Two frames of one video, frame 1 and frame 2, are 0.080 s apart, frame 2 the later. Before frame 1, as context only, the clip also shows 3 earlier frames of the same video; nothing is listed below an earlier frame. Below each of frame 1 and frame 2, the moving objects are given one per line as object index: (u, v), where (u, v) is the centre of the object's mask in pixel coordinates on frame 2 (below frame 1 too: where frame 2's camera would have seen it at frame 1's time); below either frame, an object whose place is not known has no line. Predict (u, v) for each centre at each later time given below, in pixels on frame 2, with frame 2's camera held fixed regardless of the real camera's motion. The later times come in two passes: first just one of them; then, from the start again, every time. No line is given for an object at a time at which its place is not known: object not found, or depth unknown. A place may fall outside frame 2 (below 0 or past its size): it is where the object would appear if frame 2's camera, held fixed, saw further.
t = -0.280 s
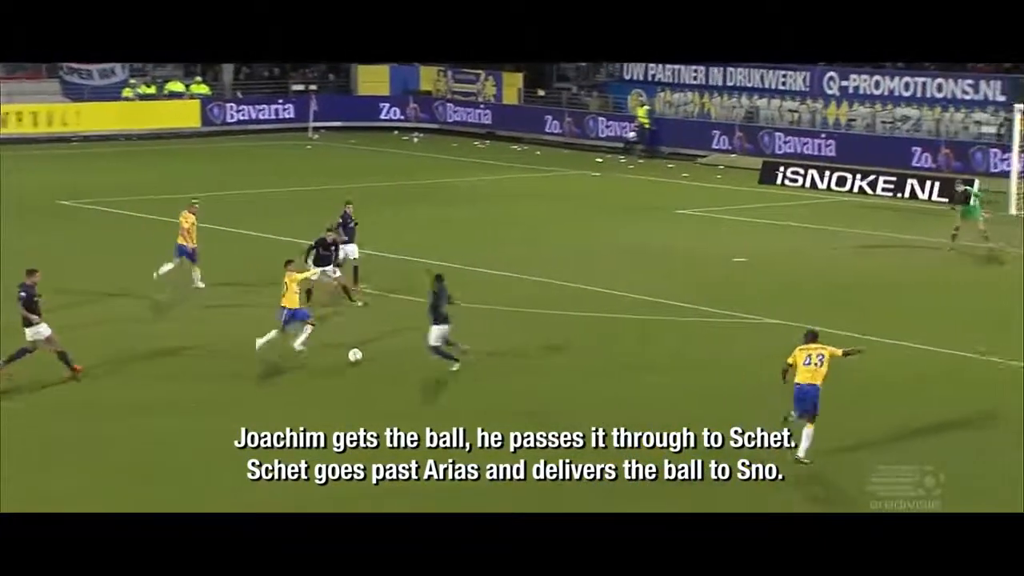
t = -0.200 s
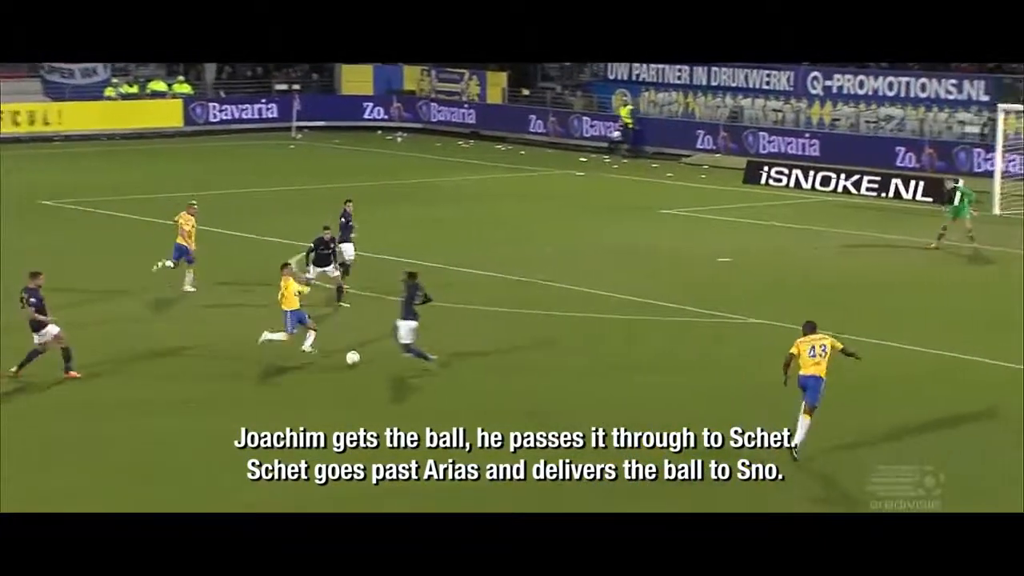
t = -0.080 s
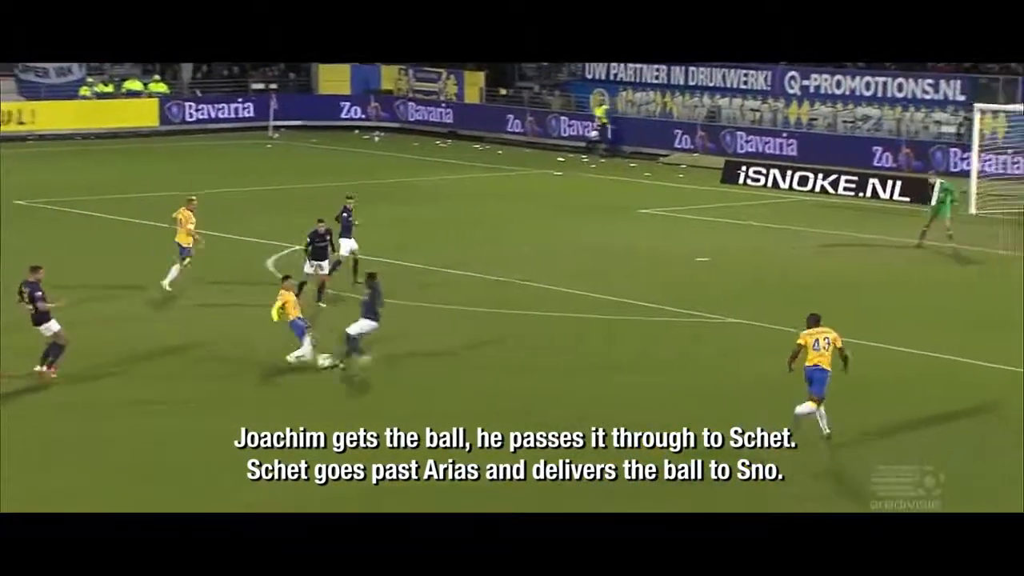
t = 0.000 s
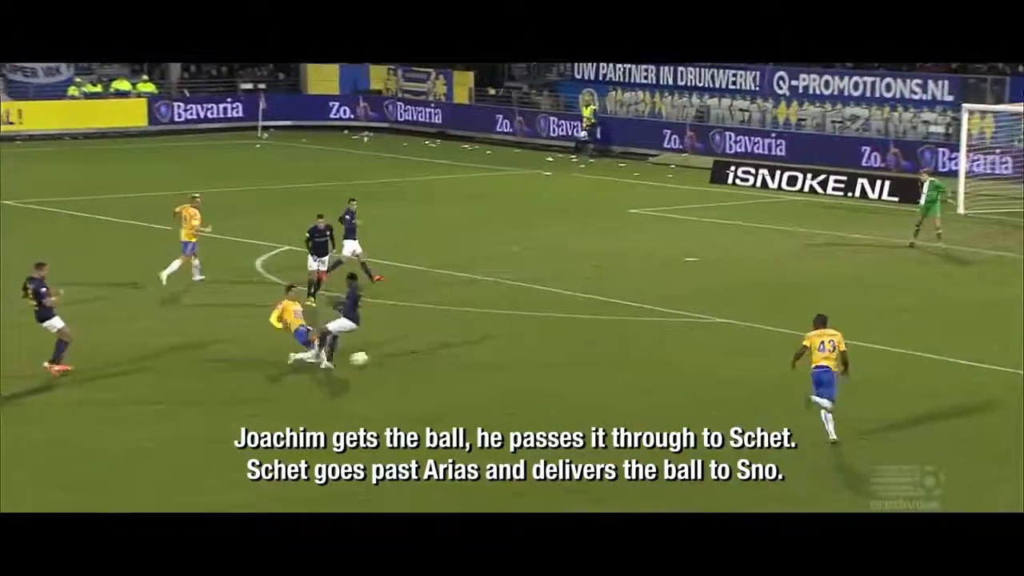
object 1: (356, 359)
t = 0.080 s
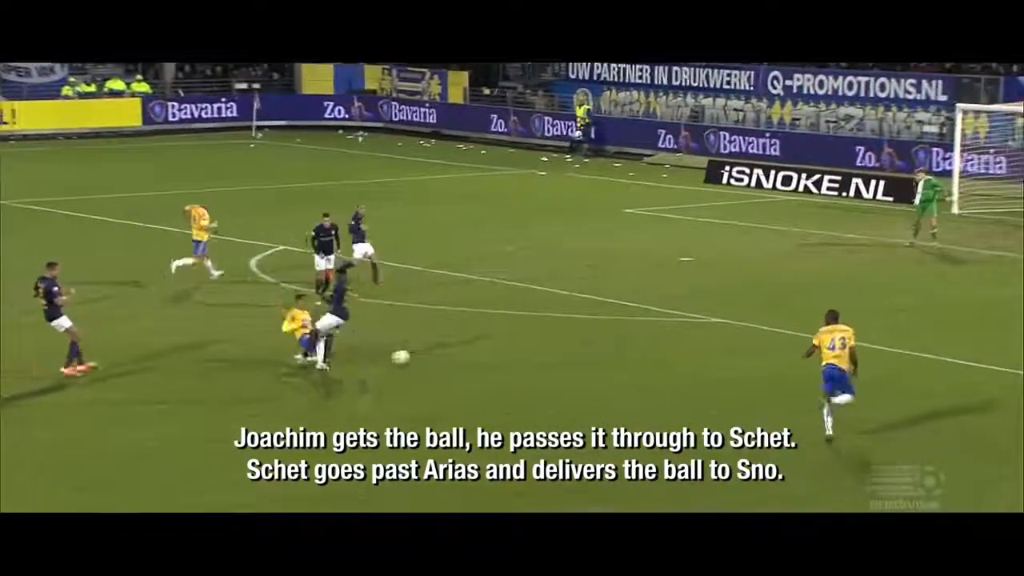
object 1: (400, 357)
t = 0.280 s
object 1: (506, 356)
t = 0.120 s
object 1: (423, 358)
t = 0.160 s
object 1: (446, 357)
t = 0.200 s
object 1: (467, 356)
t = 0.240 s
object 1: (487, 356)
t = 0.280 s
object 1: (506, 356)
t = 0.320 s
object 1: (524, 354)
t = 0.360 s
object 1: (540, 355)
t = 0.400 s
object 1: (554, 355)
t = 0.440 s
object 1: (568, 355)
